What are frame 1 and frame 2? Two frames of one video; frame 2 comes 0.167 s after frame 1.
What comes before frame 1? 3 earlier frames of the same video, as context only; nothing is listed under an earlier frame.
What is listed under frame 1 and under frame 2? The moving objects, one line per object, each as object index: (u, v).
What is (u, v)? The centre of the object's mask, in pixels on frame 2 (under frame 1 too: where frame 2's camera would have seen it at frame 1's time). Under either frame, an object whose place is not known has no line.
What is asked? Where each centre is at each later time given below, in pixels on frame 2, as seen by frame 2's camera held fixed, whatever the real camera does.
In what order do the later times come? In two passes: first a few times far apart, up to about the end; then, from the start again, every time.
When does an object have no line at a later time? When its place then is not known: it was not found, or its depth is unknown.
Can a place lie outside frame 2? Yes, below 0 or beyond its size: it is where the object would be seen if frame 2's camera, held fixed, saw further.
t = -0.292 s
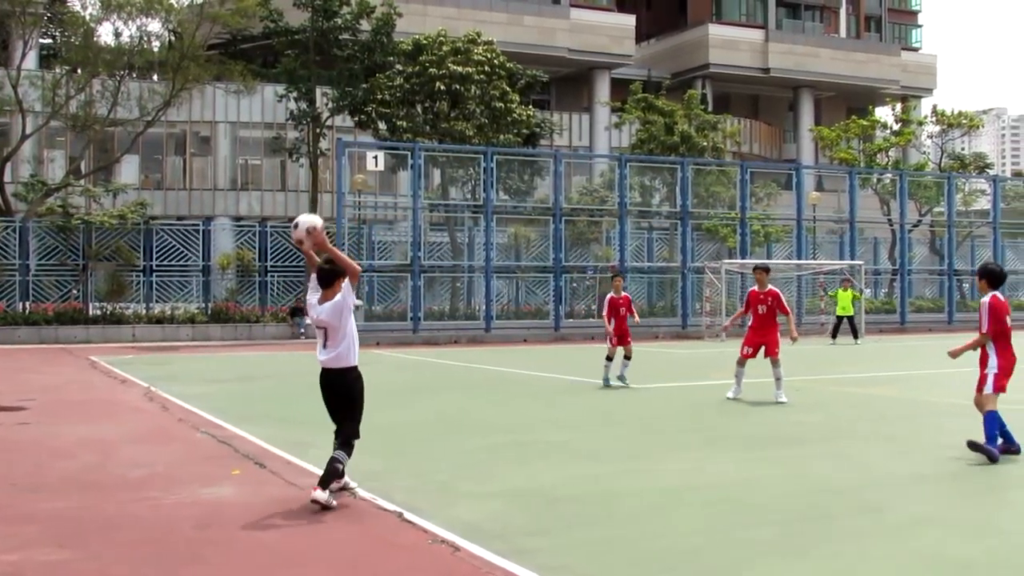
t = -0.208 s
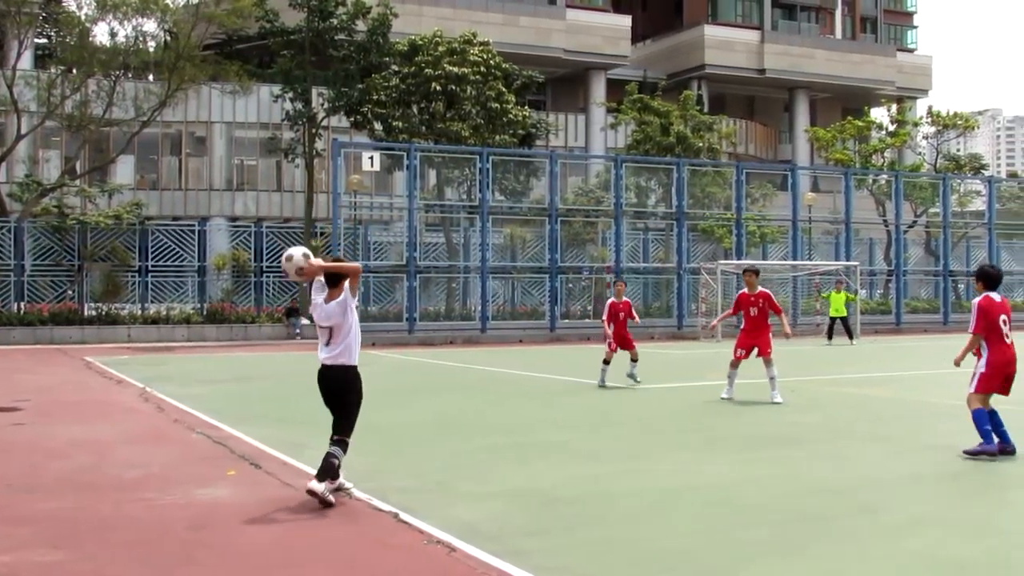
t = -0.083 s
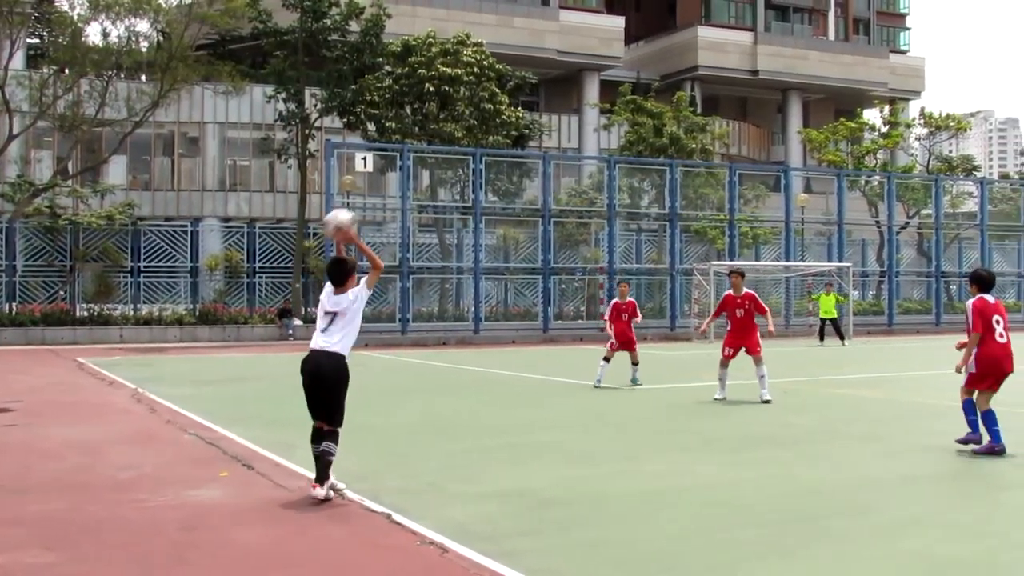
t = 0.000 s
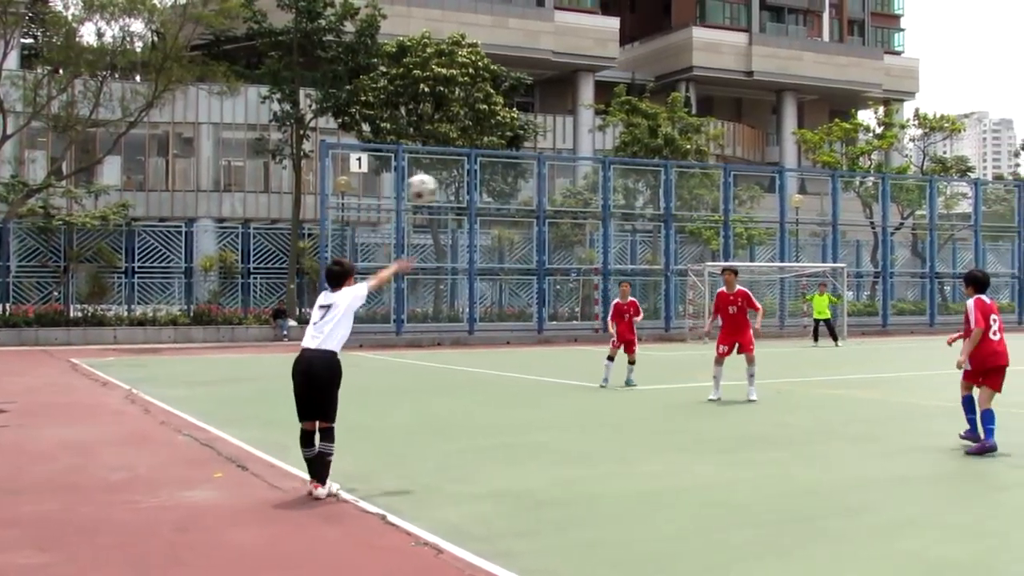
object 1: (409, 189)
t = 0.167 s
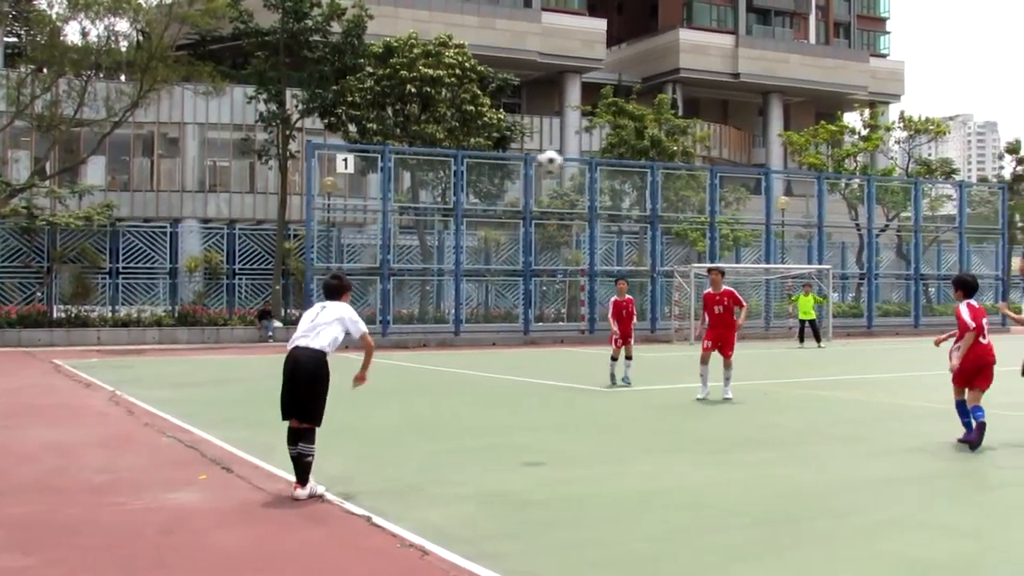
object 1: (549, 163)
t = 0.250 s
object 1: (605, 161)
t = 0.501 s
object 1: (736, 192)
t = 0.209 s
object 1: (578, 161)
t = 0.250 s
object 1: (605, 161)
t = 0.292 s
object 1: (630, 163)
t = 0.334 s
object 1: (653, 166)
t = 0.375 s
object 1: (675, 171)
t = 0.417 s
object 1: (696, 177)
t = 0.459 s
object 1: (717, 183)
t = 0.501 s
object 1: (736, 192)
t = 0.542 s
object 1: (753, 202)
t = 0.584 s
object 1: (769, 213)
